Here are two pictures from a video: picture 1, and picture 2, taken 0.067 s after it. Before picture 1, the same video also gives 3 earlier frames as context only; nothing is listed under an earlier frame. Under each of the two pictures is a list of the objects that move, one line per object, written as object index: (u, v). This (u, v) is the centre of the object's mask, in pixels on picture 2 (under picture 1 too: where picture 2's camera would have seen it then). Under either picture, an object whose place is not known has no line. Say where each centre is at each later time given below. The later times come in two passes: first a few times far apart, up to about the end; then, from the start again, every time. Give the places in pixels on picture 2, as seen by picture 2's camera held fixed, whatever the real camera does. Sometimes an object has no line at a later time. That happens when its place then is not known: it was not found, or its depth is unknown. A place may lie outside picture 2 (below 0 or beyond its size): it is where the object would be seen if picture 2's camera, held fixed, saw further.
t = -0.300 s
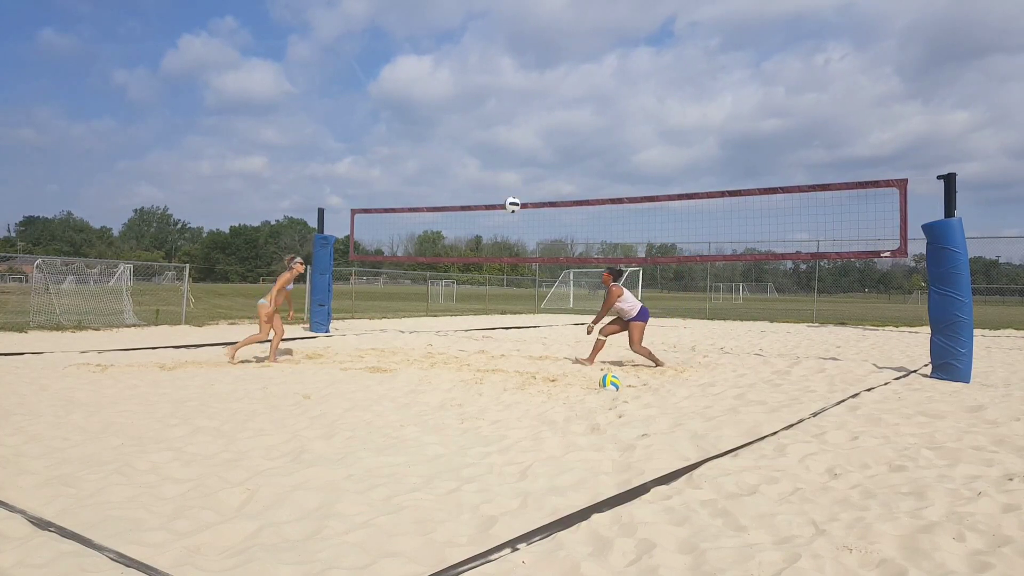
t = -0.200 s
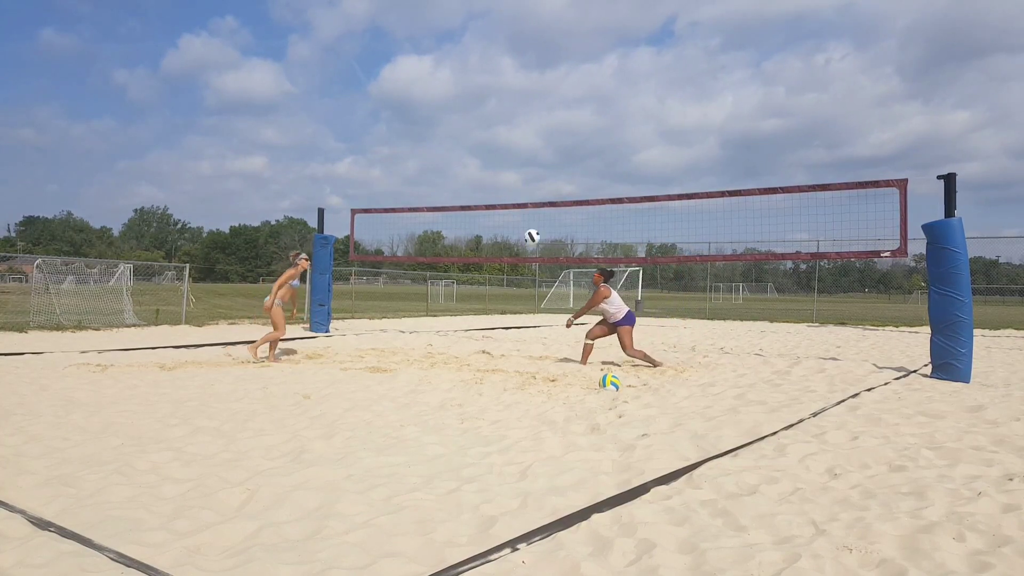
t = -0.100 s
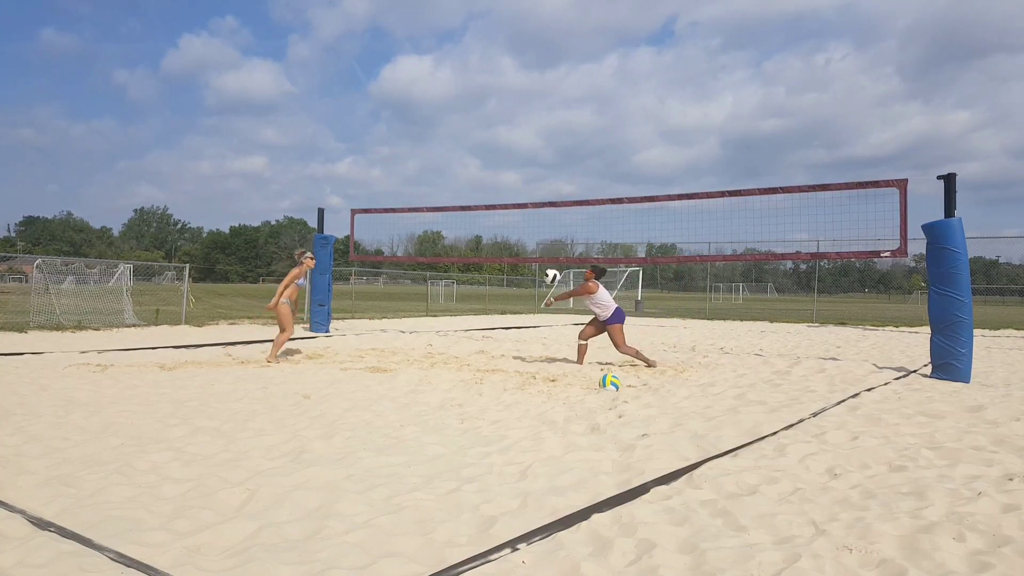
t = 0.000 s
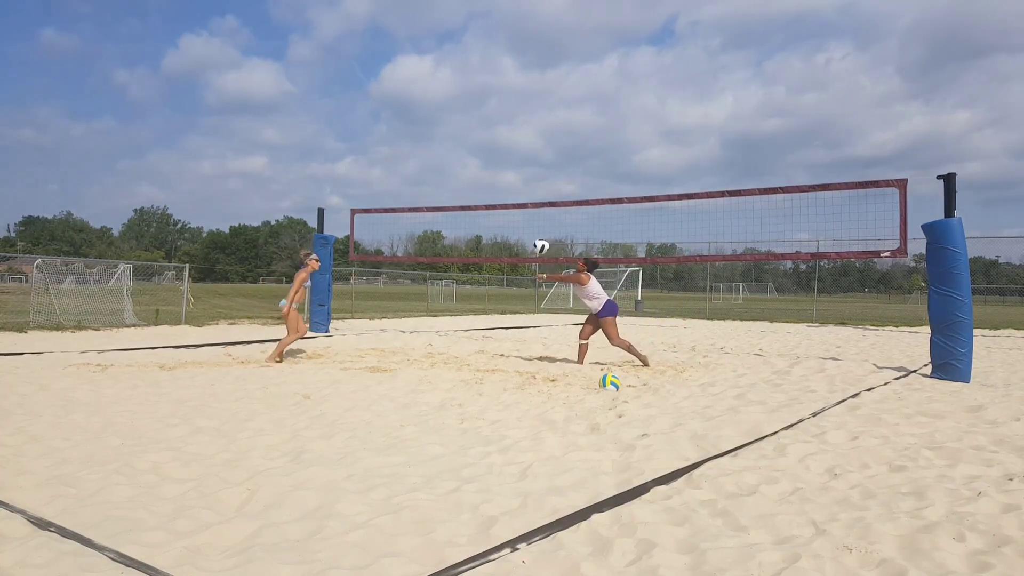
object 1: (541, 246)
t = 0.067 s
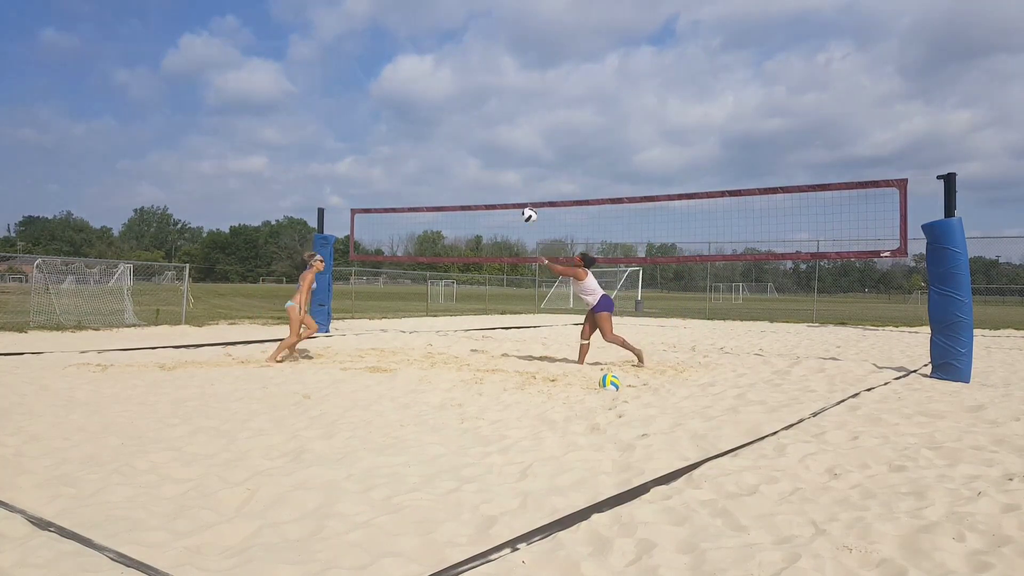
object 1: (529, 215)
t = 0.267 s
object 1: (495, 143)
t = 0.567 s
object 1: (447, 90)
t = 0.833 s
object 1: (410, 99)
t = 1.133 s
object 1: (373, 164)
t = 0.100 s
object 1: (523, 201)
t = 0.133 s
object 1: (517, 187)
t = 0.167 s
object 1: (512, 175)
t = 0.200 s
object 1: (506, 163)
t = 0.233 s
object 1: (500, 153)
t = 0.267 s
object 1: (495, 143)
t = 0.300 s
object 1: (490, 133)
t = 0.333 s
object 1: (484, 125)
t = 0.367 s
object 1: (479, 118)
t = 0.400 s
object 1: (473, 111)
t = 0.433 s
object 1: (468, 105)
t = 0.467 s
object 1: (463, 100)
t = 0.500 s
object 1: (458, 96)
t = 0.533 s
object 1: (452, 93)
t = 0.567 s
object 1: (447, 90)
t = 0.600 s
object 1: (442, 89)
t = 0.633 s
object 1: (438, 88)
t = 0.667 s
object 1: (433, 88)
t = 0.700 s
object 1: (428, 89)
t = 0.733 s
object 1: (424, 90)
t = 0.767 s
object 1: (419, 93)
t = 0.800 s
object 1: (415, 96)
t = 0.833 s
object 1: (410, 99)
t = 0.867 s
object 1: (406, 104)
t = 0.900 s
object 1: (402, 109)
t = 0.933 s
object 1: (397, 115)
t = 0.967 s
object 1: (393, 121)
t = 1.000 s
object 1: (389, 129)
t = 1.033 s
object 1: (385, 137)
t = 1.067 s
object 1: (381, 145)
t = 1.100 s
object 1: (377, 154)
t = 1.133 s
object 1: (373, 164)
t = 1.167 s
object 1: (369, 174)
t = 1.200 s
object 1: (365, 185)
